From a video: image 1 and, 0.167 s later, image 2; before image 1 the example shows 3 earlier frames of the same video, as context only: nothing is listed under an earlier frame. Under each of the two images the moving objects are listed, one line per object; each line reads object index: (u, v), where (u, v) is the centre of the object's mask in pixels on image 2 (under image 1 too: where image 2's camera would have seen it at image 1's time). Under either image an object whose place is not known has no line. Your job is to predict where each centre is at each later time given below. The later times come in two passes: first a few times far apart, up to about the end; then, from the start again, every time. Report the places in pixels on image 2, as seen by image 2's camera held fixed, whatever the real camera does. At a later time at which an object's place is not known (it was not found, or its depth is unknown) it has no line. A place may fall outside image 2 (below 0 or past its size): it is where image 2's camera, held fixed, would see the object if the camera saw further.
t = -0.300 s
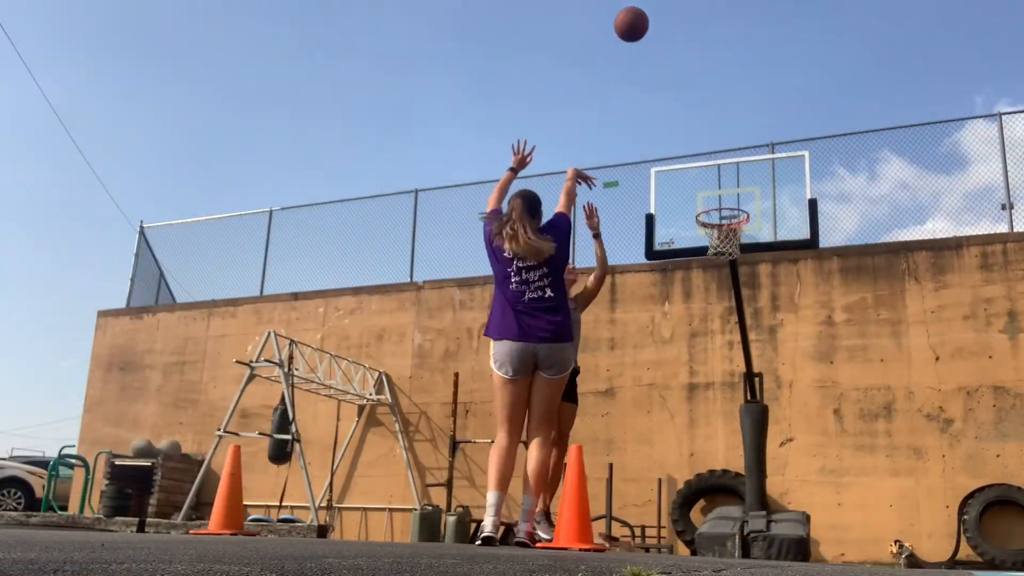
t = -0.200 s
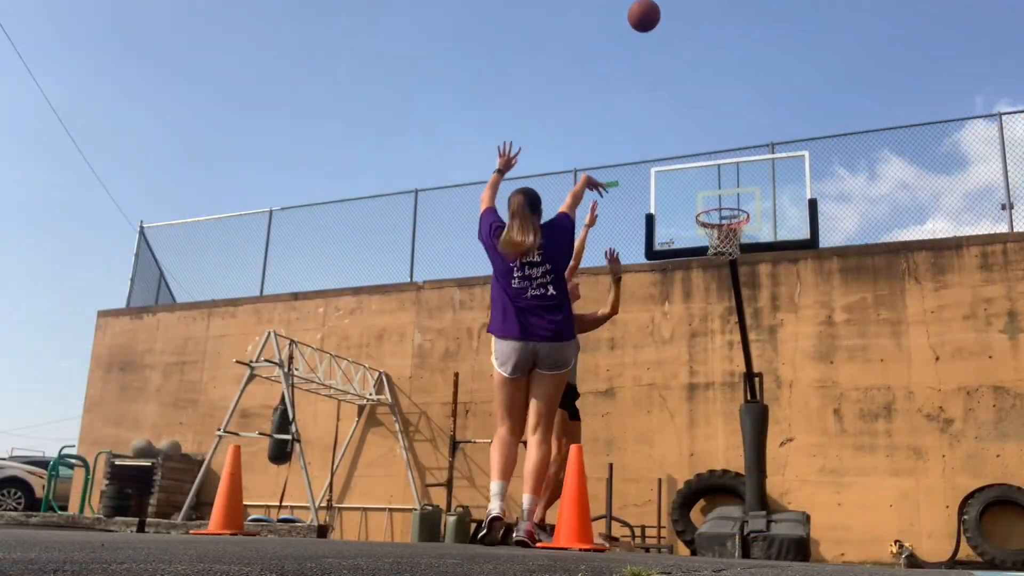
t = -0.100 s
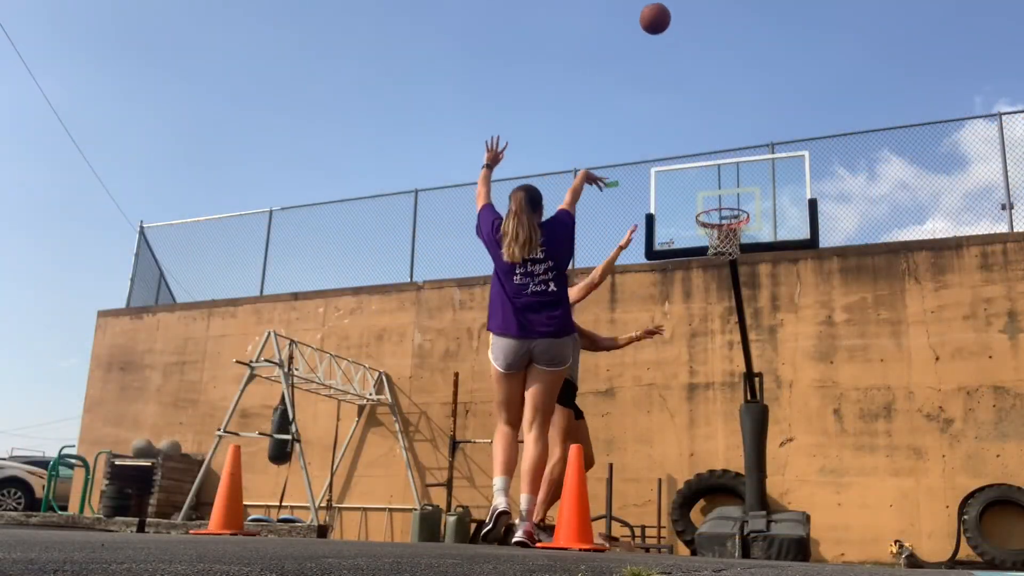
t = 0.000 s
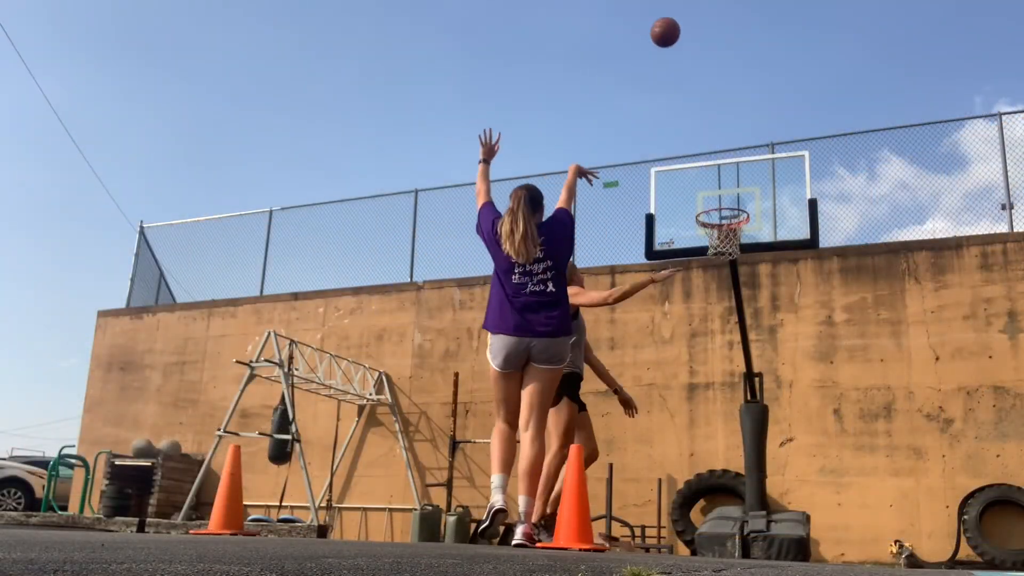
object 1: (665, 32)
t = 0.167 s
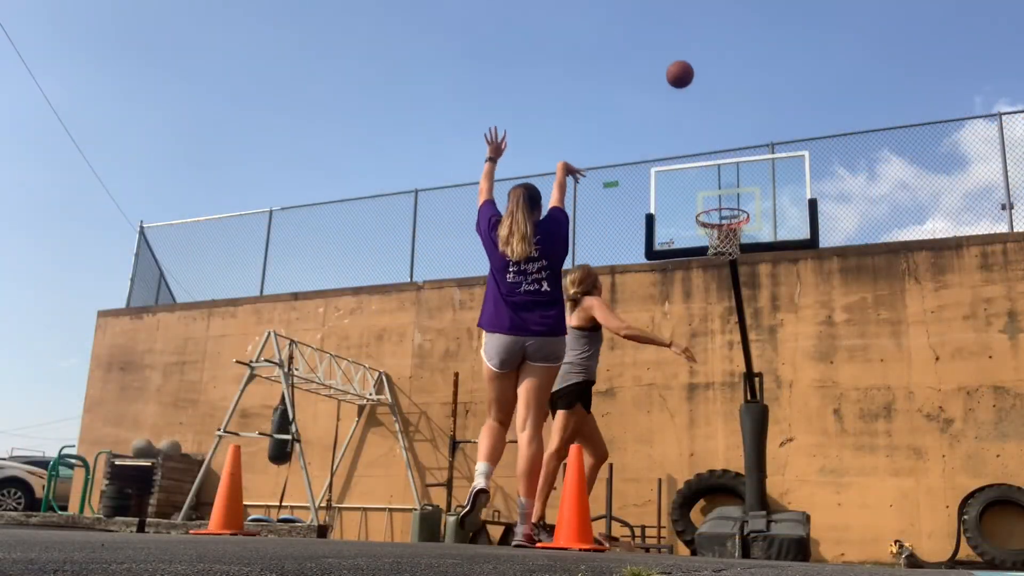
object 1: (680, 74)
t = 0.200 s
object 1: (683, 85)
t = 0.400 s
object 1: (699, 169)
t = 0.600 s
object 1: (714, 181)
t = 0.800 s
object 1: (719, 147)
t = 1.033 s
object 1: (725, 153)
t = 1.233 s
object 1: (731, 197)
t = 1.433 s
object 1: (736, 190)
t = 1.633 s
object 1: (738, 199)
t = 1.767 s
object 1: (734, 207)
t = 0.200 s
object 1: (683, 85)
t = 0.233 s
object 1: (685, 97)
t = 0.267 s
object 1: (688, 110)
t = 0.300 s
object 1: (691, 124)
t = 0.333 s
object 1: (693, 138)
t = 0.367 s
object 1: (696, 153)
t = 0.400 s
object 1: (699, 169)
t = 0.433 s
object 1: (701, 185)
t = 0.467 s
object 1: (703, 201)
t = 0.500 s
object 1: (706, 208)
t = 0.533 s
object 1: (709, 198)
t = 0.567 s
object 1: (712, 189)
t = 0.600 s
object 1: (714, 181)
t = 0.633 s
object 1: (716, 174)
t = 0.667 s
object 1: (716, 166)
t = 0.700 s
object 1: (717, 160)
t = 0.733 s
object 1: (718, 155)
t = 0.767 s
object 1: (719, 150)
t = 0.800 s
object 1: (719, 147)
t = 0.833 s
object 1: (720, 145)
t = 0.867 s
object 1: (721, 144)
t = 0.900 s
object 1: (722, 144)
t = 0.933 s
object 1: (723, 144)
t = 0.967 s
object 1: (723, 146)
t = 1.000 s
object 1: (724, 149)
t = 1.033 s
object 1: (725, 153)
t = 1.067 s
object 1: (726, 158)
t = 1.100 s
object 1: (727, 165)
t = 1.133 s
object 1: (728, 172)
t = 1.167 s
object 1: (730, 181)
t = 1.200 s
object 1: (731, 191)
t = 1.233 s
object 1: (731, 197)
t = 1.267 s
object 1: (732, 195)
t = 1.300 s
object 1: (733, 192)
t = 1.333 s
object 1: (734, 190)
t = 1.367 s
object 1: (735, 189)
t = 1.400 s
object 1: (735, 189)
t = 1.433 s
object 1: (736, 190)
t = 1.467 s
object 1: (737, 192)
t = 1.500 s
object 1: (738, 195)
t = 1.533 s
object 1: (739, 199)
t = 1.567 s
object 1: (739, 198)
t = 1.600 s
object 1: (739, 198)
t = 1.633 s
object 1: (738, 199)
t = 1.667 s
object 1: (738, 201)
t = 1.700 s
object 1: (737, 203)
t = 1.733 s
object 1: (736, 205)
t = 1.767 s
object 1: (734, 207)
